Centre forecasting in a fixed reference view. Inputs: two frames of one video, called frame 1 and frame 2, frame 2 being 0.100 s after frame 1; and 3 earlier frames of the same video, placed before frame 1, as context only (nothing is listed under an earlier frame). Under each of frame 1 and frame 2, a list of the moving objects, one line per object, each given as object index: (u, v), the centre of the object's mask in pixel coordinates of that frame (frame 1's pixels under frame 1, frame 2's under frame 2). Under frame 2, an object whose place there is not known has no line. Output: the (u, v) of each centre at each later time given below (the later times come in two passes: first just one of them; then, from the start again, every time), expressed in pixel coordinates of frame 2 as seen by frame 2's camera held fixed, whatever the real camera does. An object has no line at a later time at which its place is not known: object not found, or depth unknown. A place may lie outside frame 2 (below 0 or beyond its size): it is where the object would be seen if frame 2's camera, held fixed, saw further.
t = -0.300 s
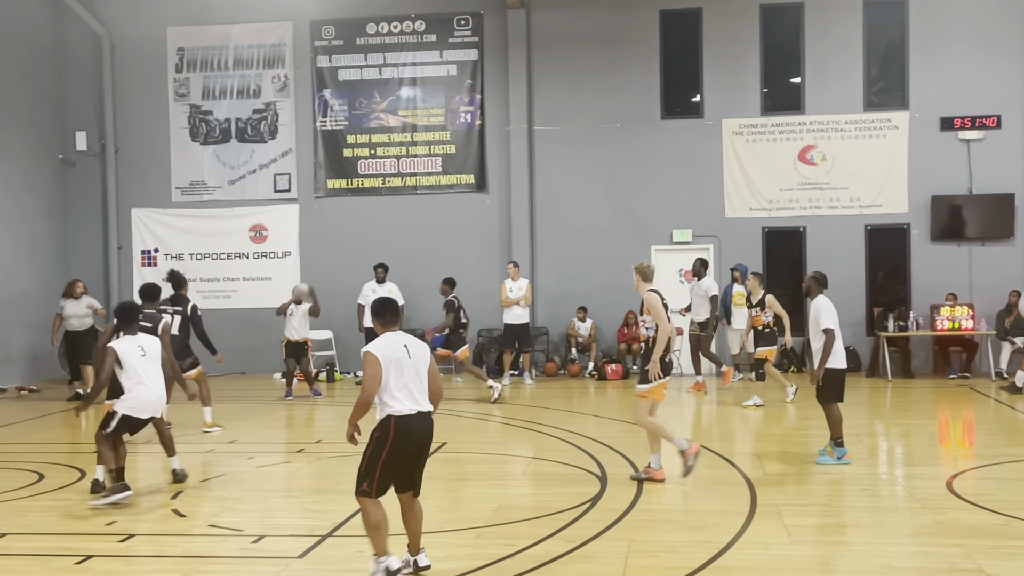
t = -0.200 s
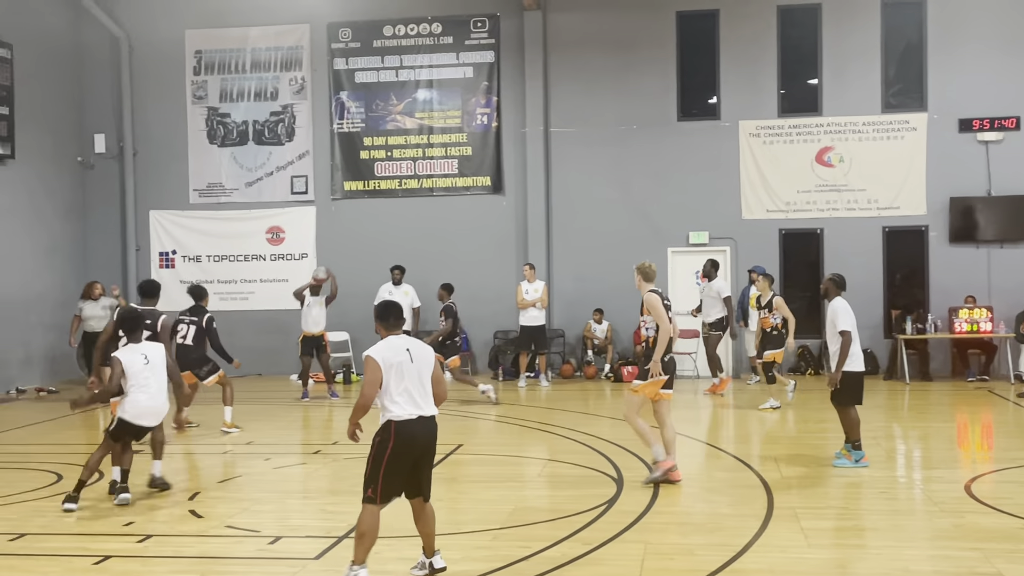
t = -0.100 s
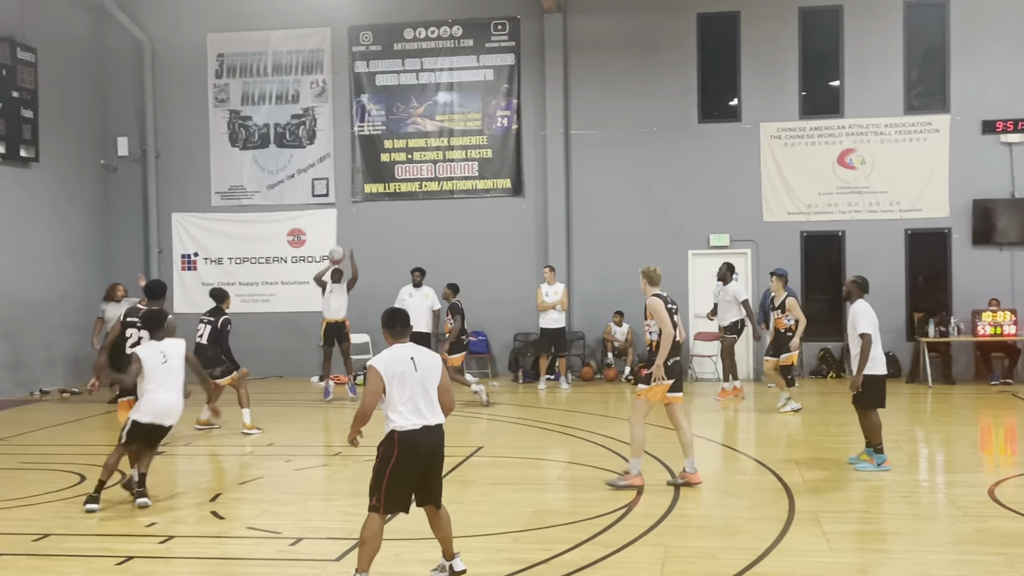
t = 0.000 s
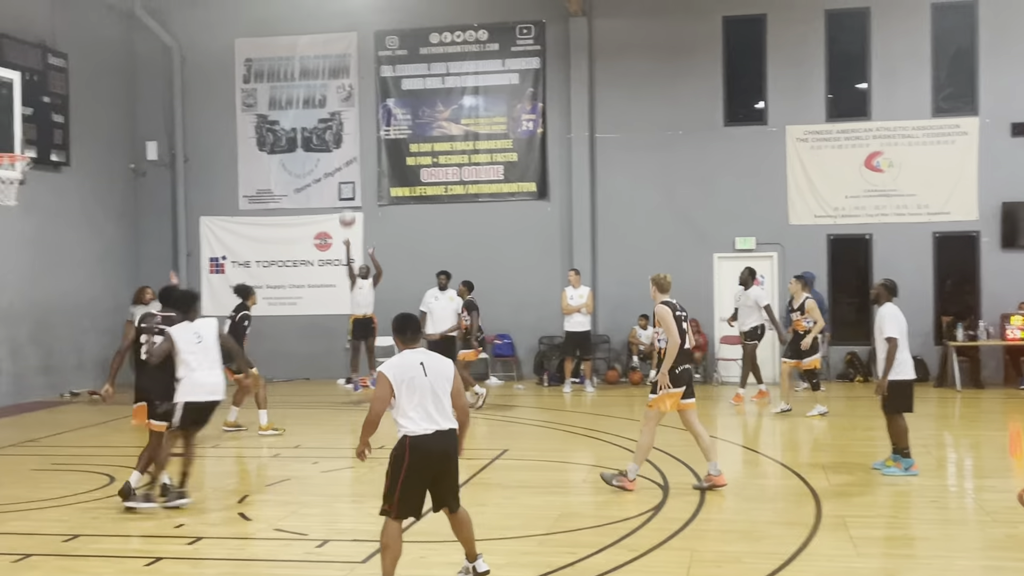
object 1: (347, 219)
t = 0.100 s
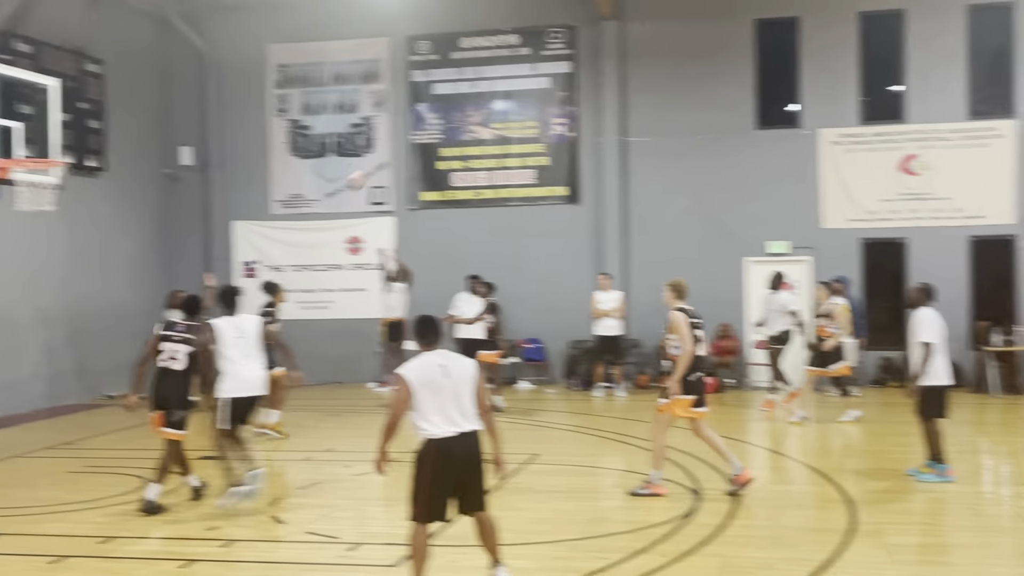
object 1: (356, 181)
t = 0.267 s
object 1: (319, 121)
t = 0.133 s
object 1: (348, 167)
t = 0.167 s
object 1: (342, 155)
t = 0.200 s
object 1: (334, 144)
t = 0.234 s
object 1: (327, 132)
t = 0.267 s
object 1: (319, 121)
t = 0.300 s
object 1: (311, 111)
